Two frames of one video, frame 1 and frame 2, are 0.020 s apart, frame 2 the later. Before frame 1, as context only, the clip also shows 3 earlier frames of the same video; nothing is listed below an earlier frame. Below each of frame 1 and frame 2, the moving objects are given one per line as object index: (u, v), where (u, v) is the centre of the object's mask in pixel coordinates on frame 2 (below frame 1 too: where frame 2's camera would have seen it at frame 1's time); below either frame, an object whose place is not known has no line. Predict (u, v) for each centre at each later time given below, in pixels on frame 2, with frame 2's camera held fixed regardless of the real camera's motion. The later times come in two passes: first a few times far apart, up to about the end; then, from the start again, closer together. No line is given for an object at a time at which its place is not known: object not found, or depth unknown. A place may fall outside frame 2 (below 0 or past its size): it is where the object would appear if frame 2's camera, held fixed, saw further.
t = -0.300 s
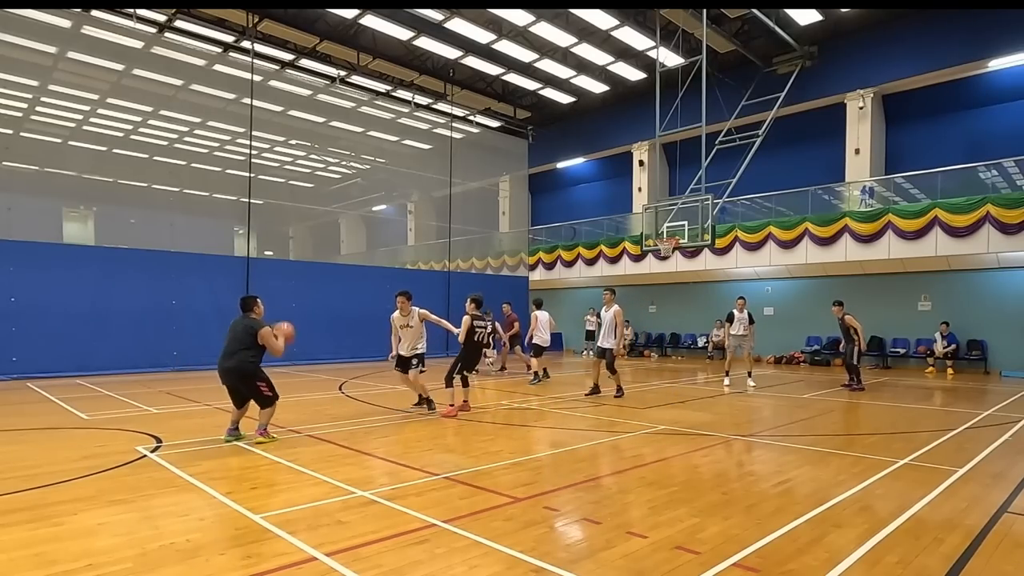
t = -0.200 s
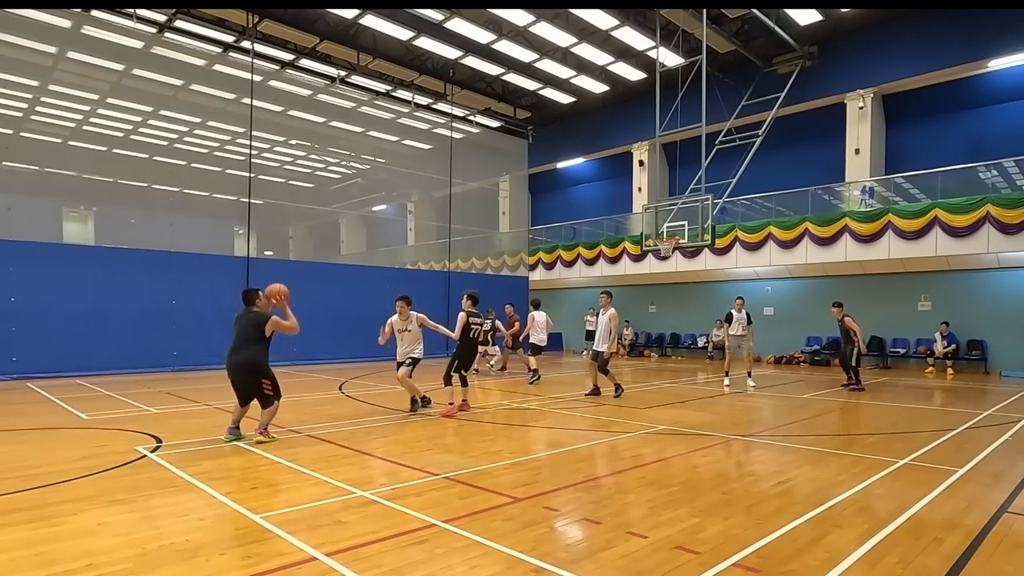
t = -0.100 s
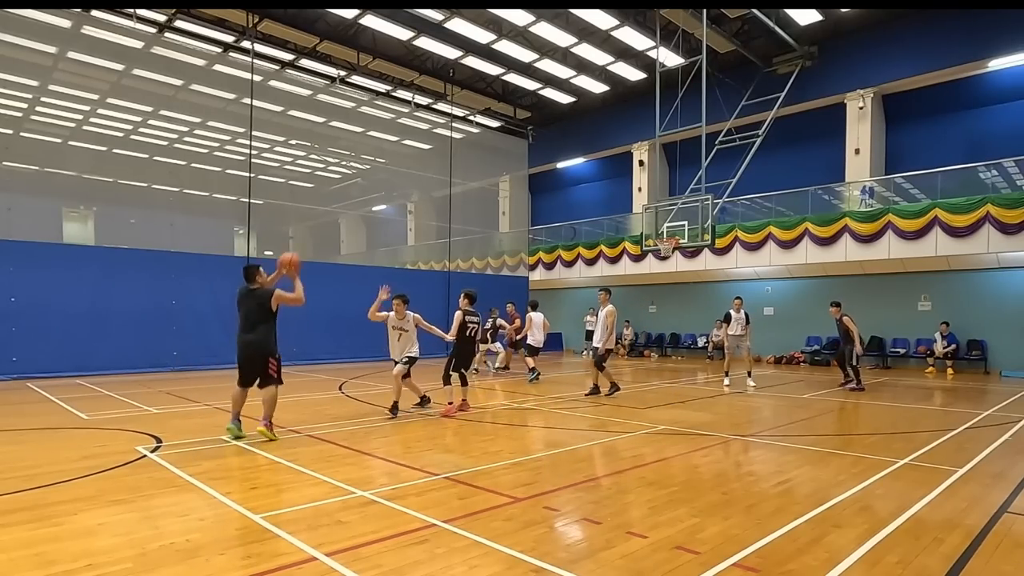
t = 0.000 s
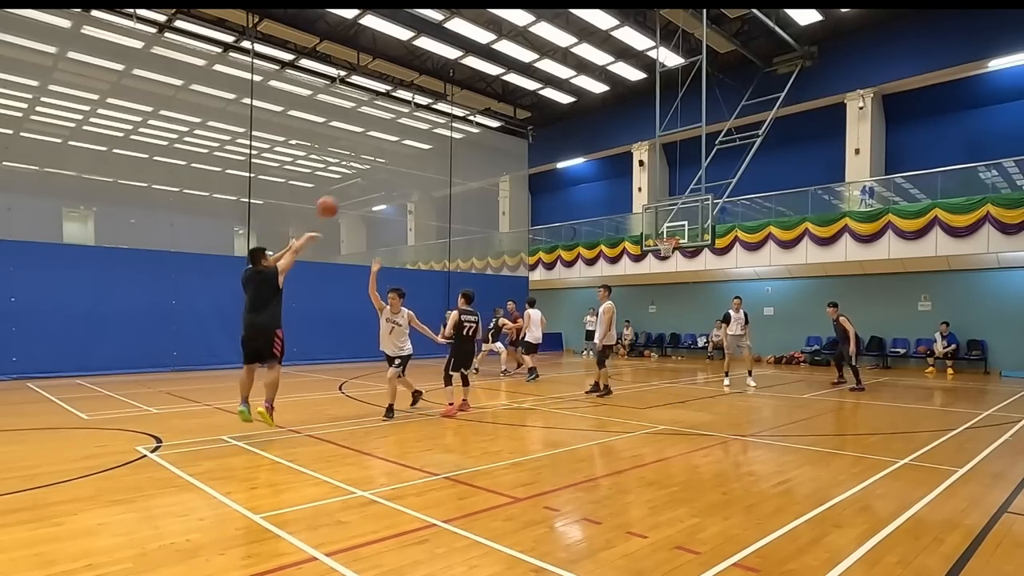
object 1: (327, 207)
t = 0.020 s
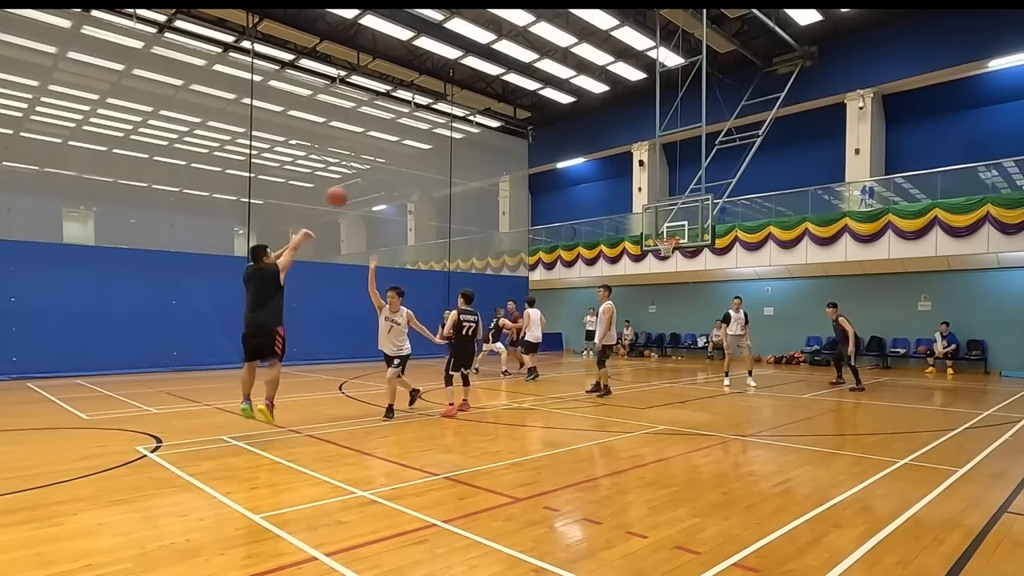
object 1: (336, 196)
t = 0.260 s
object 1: (434, 113)
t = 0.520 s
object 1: (514, 87)
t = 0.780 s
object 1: (575, 104)
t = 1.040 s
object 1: (622, 152)
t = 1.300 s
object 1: (660, 219)
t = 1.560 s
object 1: (669, 266)
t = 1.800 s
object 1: (667, 313)
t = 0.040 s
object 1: (346, 187)
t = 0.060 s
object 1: (355, 178)
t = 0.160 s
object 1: (397, 139)
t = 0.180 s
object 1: (405, 133)
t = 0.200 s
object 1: (413, 128)
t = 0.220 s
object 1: (420, 123)
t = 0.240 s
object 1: (428, 117)
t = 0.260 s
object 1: (434, 113)
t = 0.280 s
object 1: (442, 108)
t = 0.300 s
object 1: (449, 105)
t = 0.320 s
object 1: (455, 101)
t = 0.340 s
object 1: (461, 98)
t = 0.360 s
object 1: (469, 95)
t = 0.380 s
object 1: (475, 94)
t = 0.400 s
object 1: (481, 92)
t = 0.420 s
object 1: (486, 90)
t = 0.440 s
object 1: (492, 89)
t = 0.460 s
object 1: (498, 88)
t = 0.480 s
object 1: (503, 87)
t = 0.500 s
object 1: (509, 87)
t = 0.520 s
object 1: (514, 87)
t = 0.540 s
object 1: (519, 87)
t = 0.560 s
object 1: (525, 88)
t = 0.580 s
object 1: (530, 88)
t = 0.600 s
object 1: (535, 88)
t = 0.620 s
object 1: (540, 89)
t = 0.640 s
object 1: (544, 90)
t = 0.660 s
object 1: (549, 91)
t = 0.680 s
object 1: (553, 93)
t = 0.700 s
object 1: (558, 95)
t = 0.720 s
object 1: (562, 97)
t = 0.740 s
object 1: (567, 99)
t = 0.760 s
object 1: (572, 102)
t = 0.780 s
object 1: (575, 104)
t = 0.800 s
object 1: (579, 107)
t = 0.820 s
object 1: (583, 110)
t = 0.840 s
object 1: (587, 113)
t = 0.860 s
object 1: (590, 116)
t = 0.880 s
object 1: (594, 119)
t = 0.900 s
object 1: (598, 123)
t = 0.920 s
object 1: (601, 127)
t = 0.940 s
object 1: (605, 131)
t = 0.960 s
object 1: (608, 134)
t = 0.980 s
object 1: (612, 138)
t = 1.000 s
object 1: (615, 142)
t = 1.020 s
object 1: (618, 147)
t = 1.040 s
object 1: (622, 152)
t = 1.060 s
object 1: (625, 156)
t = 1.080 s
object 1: (627, 161)
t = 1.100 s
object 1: (631, 166)
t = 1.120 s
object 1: (633, 171)
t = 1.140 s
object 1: (637, 176)
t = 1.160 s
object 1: (640, 182)
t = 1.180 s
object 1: (643, 187)
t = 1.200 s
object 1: (645, 192)
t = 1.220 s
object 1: (649, 198)
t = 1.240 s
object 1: (651, 202)
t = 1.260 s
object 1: (654, 209)
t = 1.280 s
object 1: (657, 215)
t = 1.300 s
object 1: (660, 219)
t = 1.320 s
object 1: (661, 226)
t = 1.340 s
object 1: (663, 232)
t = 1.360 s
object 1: (668, 234)
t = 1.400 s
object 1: (669, 248)
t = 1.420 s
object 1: (670, 248)
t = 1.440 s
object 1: (670, 250)
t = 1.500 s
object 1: (669, 257)
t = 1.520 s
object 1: (670, 260)
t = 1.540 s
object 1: (669, 263)
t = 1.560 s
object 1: (669, 266)
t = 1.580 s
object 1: (669, 269)
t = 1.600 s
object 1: (669, 272)
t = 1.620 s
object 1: (669, 276)
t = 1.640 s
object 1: (669, 280)
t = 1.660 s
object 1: (668, 283)
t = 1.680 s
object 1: (668, 286)
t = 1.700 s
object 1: (667, 290)
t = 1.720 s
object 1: (667, 295)
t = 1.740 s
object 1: (667, 299)
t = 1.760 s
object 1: (667, 304)
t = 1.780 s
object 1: (667, 309)
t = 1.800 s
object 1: (667, 313)
